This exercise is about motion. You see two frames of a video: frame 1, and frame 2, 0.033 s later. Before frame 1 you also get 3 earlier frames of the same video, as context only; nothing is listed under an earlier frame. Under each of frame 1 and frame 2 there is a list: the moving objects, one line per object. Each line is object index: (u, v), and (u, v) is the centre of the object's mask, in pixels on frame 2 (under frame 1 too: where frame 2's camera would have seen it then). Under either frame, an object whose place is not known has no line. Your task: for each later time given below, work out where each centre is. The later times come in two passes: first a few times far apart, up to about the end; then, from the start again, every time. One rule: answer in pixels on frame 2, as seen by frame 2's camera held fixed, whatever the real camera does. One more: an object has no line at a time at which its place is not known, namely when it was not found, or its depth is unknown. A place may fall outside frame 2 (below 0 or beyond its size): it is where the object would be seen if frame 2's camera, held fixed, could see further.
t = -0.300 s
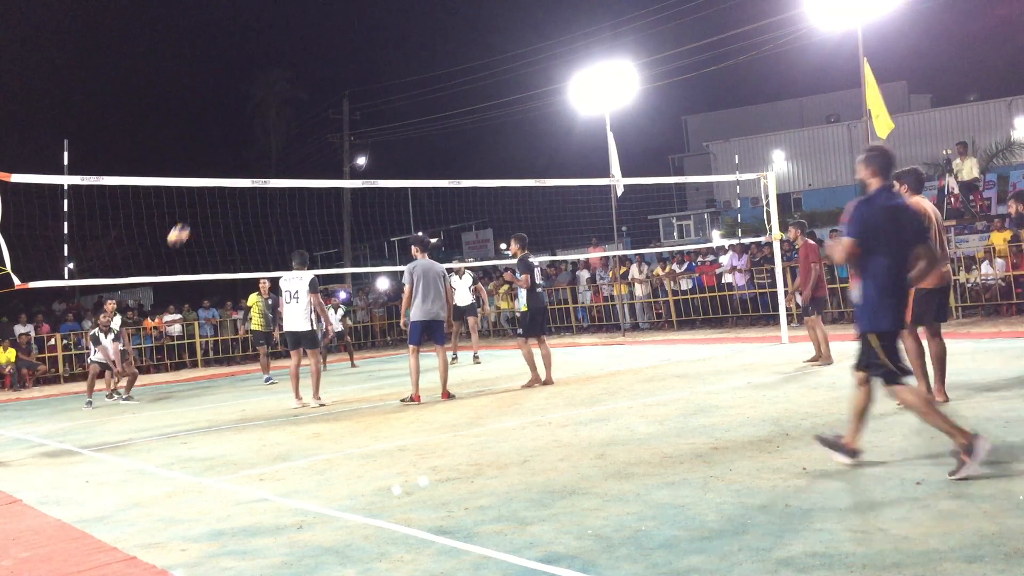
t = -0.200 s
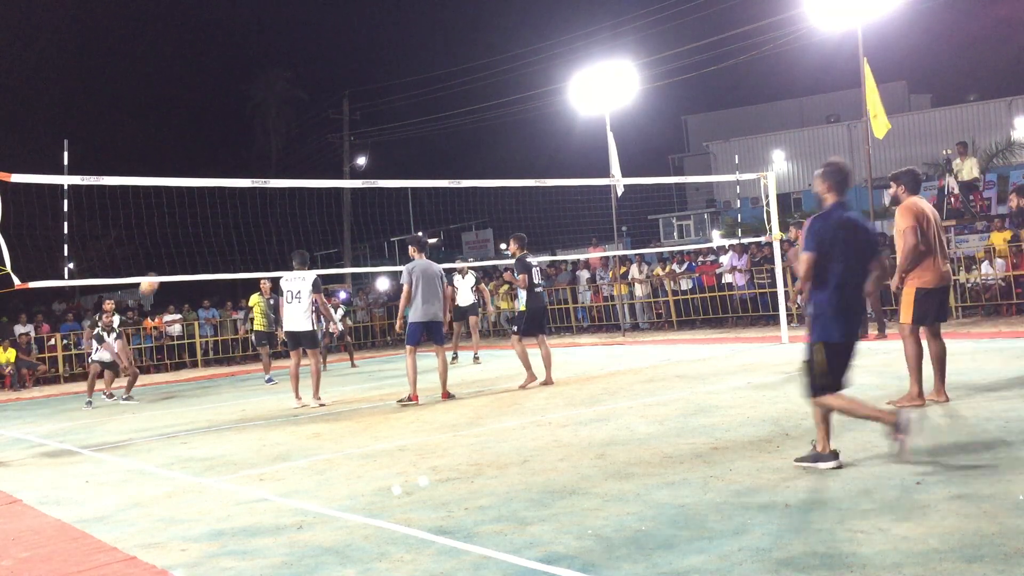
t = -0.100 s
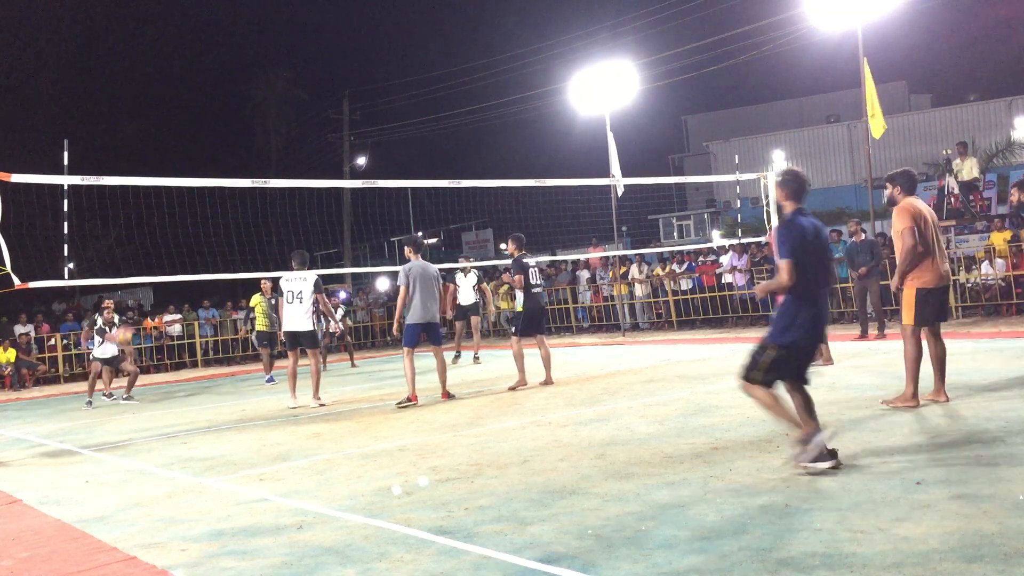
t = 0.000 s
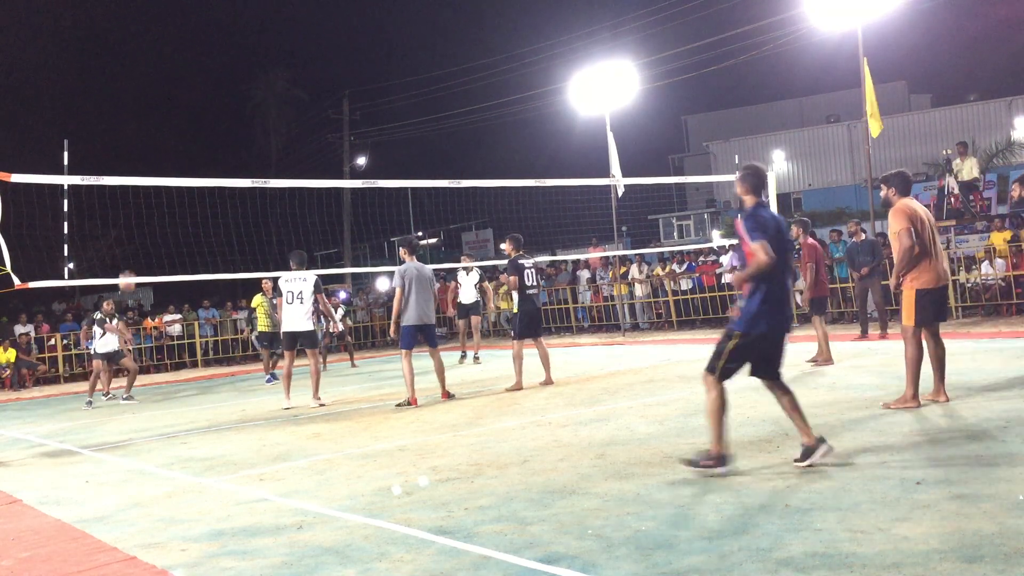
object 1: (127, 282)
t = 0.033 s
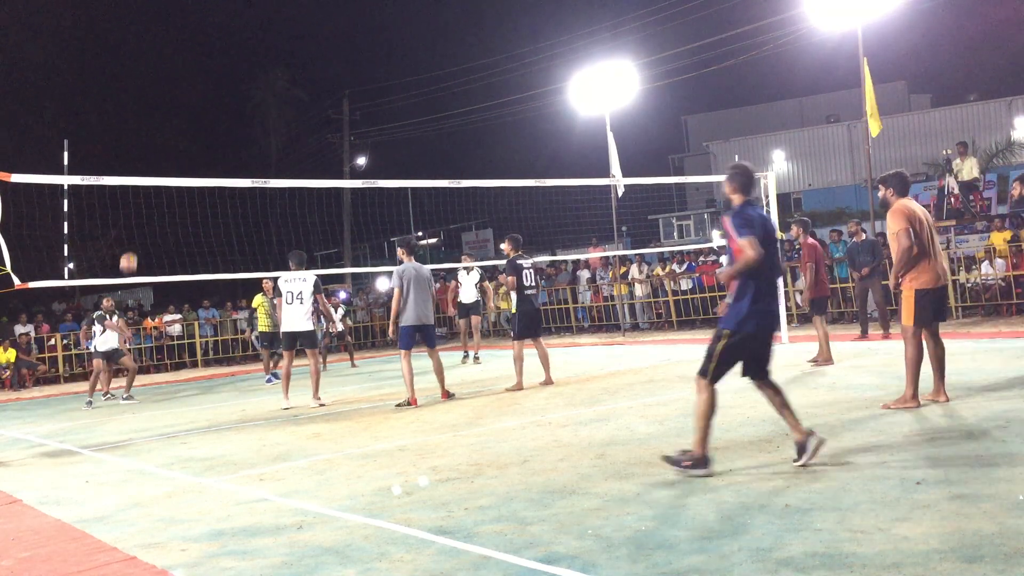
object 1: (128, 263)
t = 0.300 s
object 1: (142, 140)
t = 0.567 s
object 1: (159, 63)
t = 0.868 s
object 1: (184, 37)
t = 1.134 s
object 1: (213, 73)
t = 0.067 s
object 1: (130, 245)
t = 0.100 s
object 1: (132, 228)
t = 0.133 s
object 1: (133, 211)
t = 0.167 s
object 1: (135, 196)
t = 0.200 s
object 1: (136, 174)
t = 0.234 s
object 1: (138, 166)
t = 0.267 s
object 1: (140, 153)
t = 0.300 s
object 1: (142, 140)
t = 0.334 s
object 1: (144, 127)
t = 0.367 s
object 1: (146, 115)
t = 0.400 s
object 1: (148, 105)
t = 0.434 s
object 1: (150, 95)
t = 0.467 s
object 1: (152, 86)
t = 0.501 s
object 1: (154, 77)
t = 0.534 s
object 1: (156, 70)
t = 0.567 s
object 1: (159, 63)
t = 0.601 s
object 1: (161, 56)
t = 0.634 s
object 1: (164, 51)
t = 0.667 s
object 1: (166, 47)
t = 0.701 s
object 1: (169, 43)
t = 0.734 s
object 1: (172, 40)
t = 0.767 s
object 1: (175, 38)
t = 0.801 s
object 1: (178, 36)
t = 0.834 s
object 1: (181, 36)
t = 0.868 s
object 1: (184, 37)
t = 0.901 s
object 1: (187, 38)
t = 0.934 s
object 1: (191, 40)
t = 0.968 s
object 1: (194, 44)
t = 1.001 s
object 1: (198, 47)
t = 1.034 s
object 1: (202, 52)
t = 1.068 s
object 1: (205, 58)
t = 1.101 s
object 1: (209, 65)
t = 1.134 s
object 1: (213, 73)
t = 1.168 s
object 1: (218, 82)
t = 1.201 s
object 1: (222, 91)
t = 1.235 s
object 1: (227, 102)
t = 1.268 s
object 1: (231, 114)
